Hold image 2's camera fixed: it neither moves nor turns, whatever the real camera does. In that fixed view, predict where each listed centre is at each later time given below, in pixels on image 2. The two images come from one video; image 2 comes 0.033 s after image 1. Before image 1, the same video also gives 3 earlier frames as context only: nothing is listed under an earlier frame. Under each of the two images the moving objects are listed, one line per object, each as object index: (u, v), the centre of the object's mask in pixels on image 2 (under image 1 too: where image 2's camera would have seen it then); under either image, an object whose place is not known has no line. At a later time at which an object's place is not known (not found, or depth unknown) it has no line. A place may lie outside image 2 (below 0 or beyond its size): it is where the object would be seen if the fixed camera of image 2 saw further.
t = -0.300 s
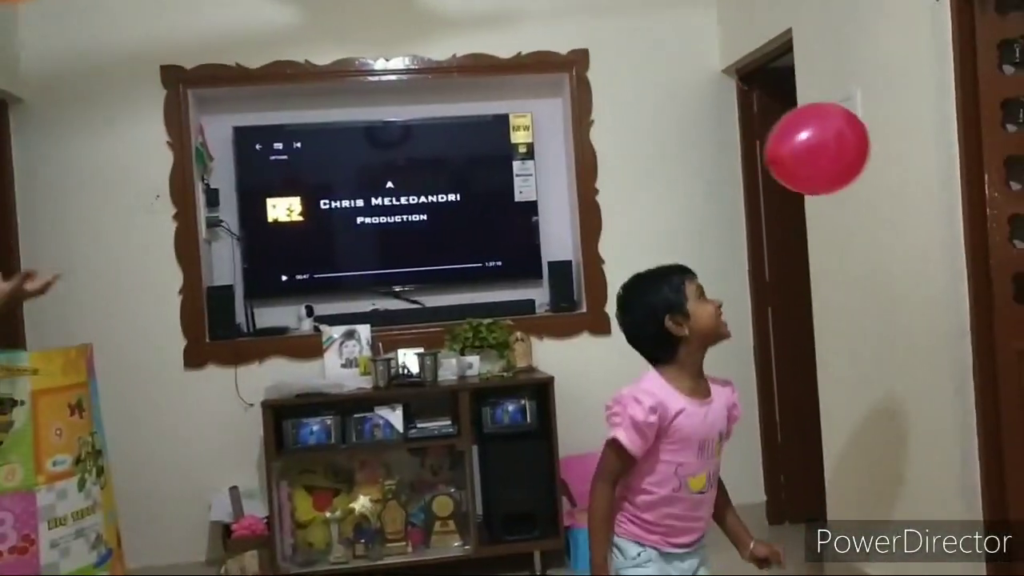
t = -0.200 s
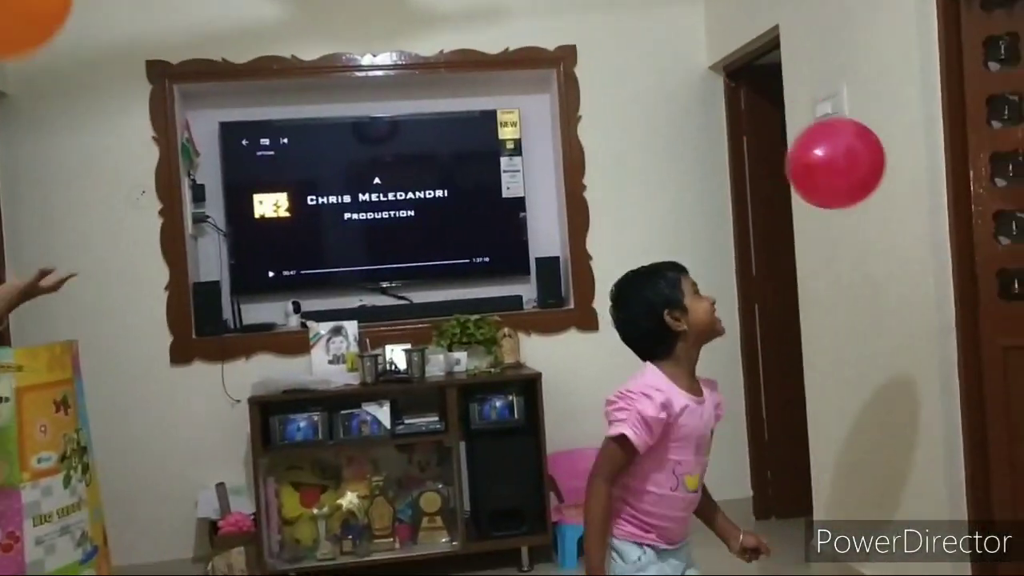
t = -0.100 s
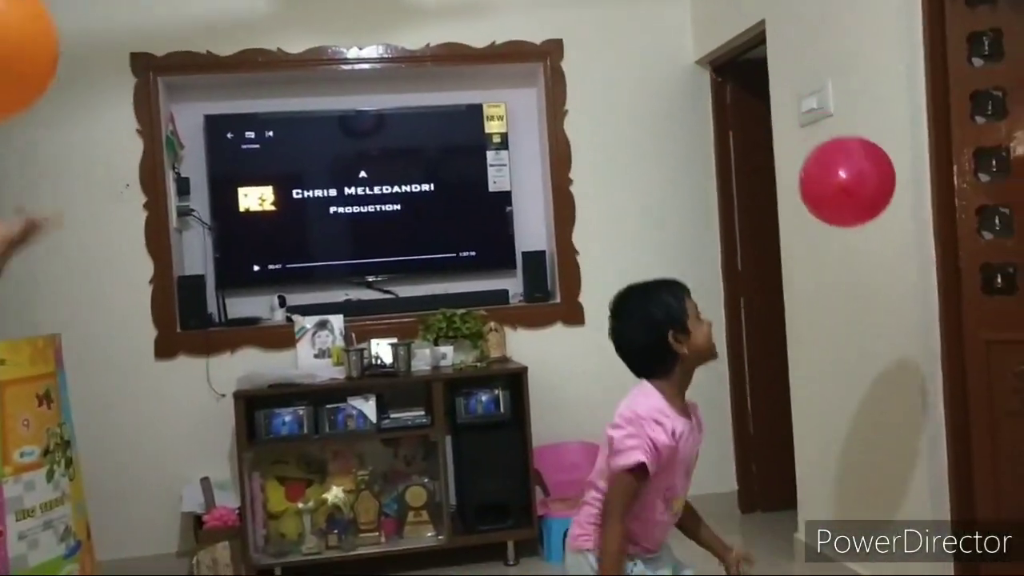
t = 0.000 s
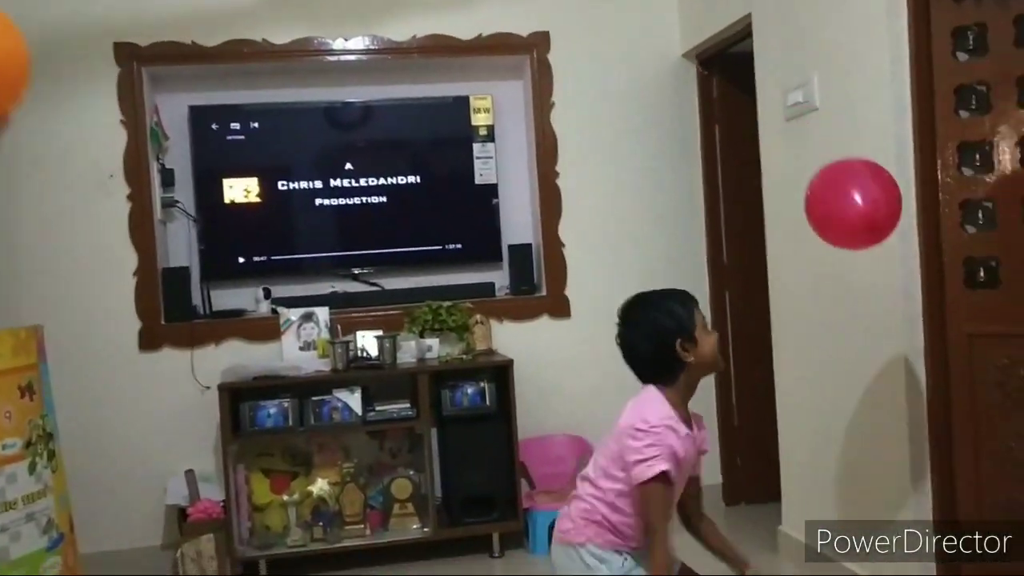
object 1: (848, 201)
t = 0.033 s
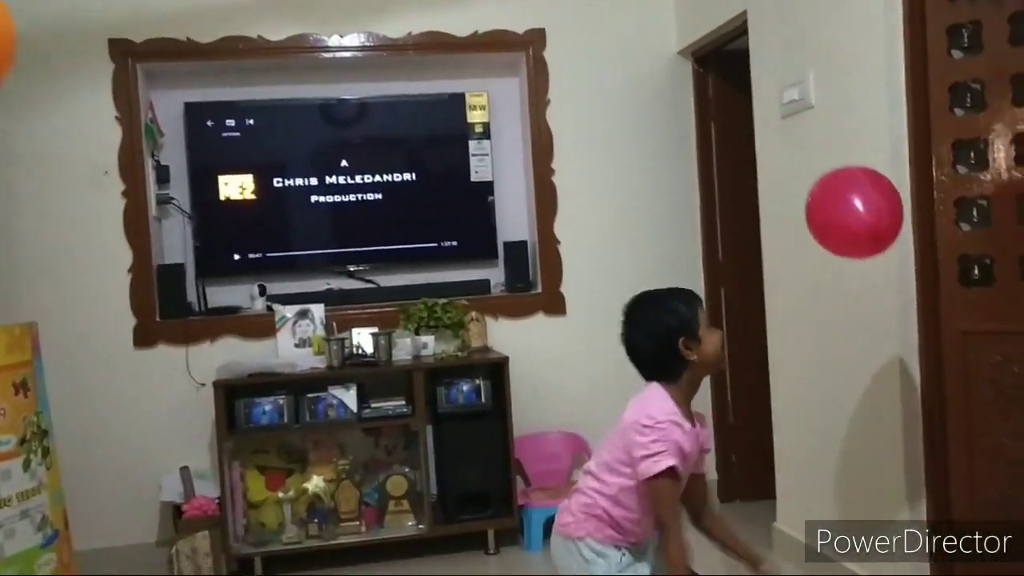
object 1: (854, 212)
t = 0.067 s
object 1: (861, 224)
